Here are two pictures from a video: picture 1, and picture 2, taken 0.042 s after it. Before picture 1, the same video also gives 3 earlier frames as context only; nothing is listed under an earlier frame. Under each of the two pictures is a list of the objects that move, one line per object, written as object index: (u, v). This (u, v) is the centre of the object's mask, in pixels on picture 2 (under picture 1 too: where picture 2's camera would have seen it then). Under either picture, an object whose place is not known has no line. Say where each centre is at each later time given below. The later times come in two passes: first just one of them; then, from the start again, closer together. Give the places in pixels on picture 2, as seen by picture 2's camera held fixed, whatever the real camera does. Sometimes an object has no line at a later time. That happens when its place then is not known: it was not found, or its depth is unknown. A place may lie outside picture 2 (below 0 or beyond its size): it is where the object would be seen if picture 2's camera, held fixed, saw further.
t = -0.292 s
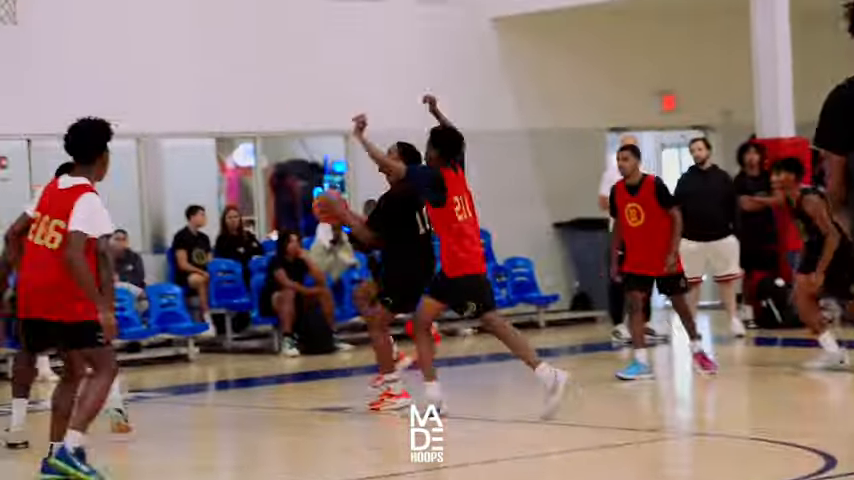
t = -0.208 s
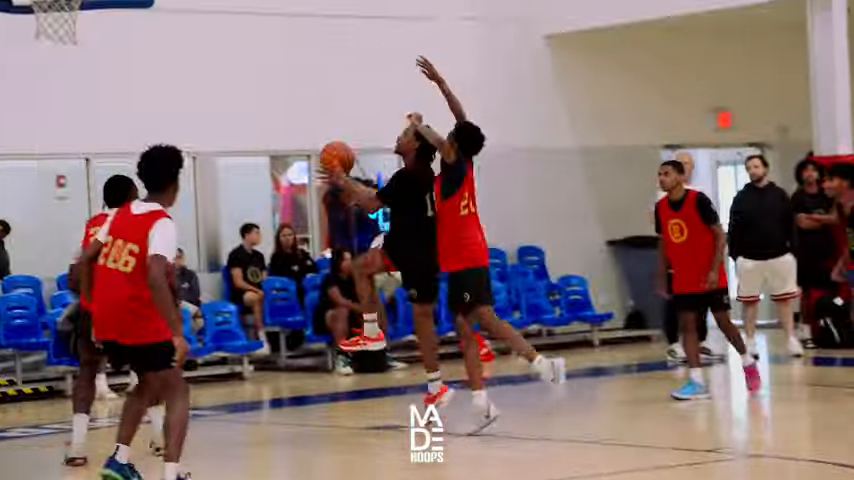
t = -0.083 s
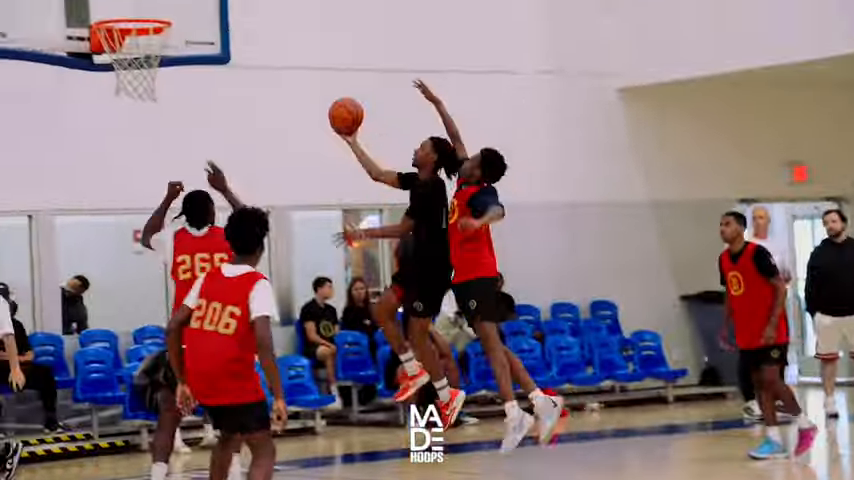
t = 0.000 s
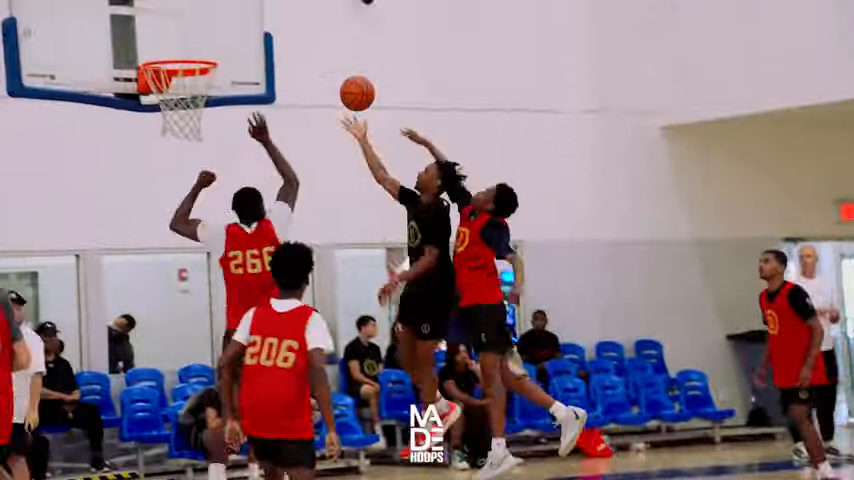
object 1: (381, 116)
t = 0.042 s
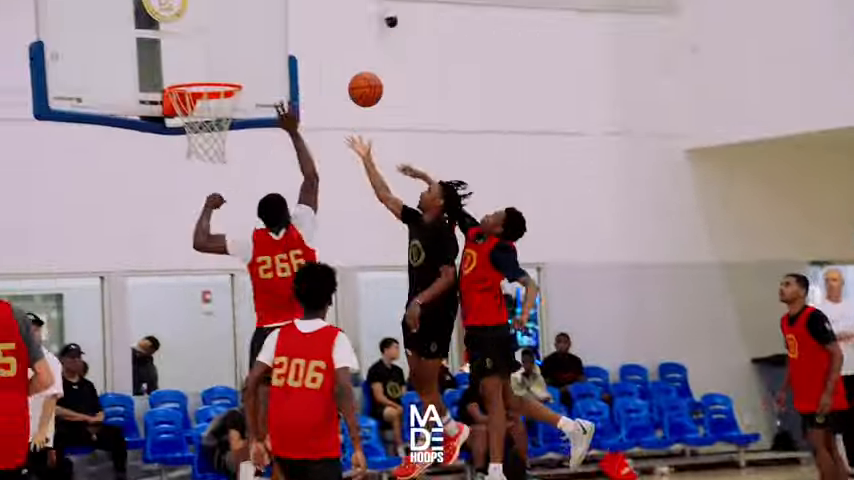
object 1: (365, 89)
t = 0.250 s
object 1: (289, -6)
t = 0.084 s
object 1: (351, 65)
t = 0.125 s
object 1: (335, 44)
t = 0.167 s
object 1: (319, 25)
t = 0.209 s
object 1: (304, 8)
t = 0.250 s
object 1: (289, -6)
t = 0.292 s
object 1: (274, -18)
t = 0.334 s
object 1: (259, -27)
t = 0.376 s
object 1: (244, -34)
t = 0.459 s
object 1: (234, -41)
